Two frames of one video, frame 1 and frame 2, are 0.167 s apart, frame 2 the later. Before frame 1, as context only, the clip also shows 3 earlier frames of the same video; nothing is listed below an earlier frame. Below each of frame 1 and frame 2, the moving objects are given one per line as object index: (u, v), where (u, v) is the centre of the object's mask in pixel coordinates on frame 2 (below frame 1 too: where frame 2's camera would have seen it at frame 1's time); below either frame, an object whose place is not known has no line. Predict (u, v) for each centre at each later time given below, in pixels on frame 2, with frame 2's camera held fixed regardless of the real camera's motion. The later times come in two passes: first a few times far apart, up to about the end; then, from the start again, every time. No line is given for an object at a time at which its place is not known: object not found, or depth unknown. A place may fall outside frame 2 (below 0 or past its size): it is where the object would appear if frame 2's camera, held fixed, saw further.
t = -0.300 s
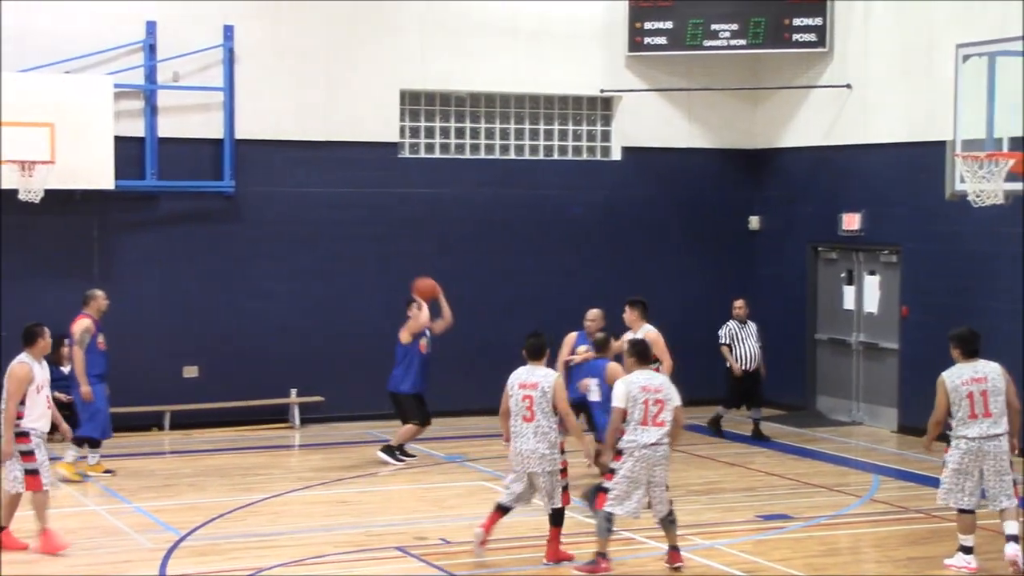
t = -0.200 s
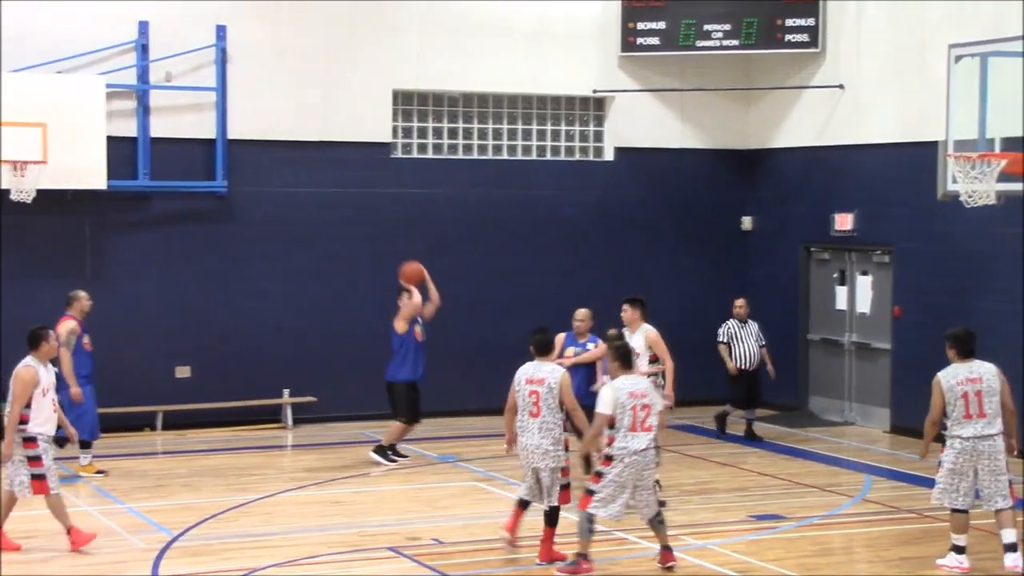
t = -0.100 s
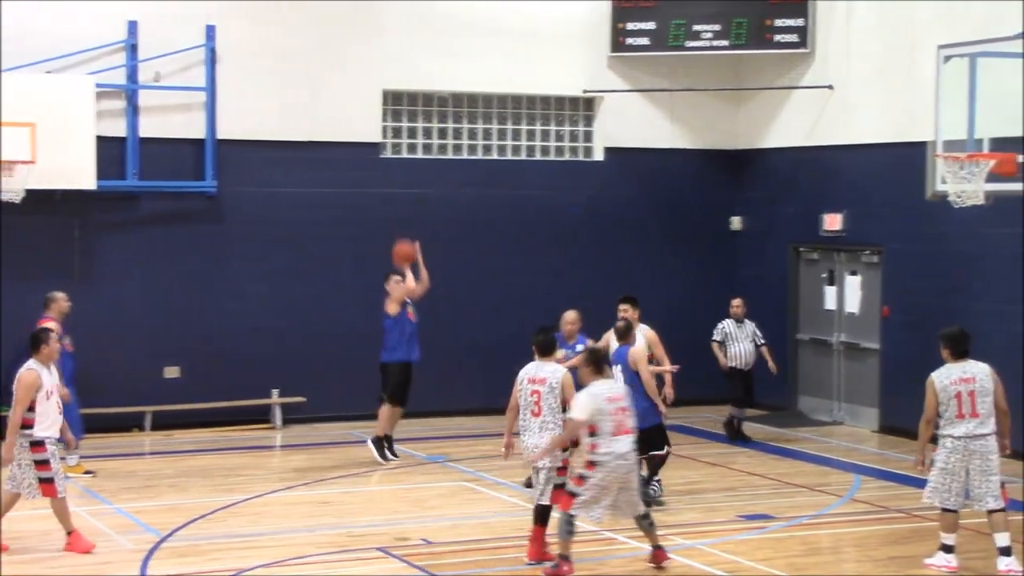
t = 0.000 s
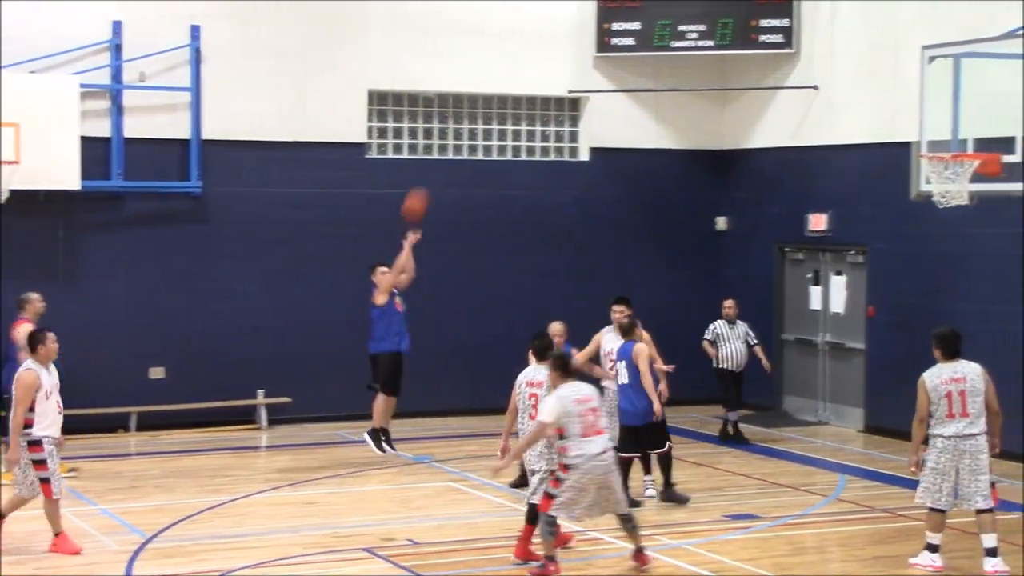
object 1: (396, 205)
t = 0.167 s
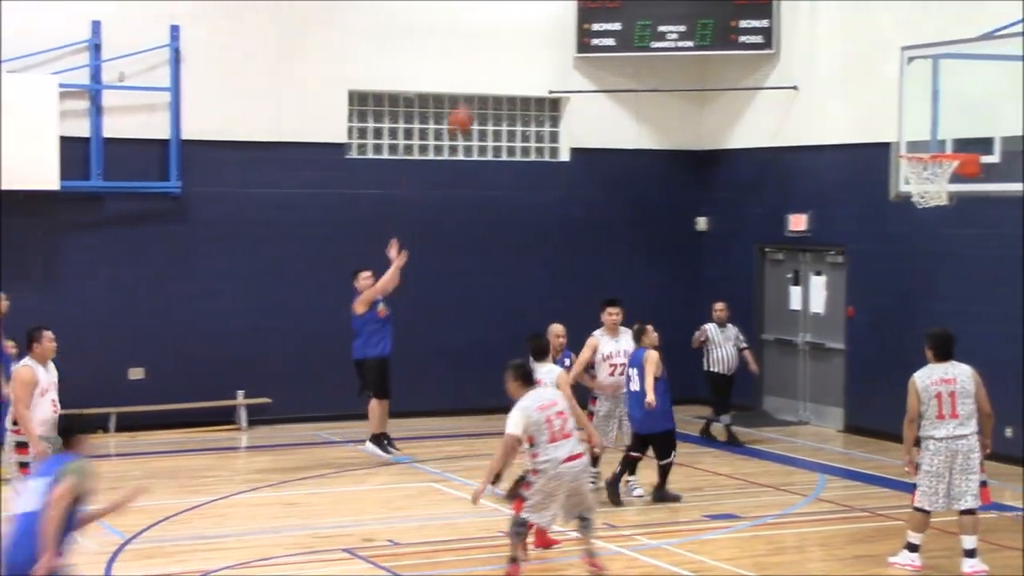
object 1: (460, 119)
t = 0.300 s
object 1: (514, 69)
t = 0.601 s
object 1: (645, 12)
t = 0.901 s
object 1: (793, 56)
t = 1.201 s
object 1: (858, 105)
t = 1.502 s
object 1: (747, 69)
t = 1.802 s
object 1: (646, 140)
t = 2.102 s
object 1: (558, 299)
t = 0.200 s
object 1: (473, 106)
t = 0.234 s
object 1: (486, 95)
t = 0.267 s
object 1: (500, 81)
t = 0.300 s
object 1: (514, 69)
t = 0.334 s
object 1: (528, 59)
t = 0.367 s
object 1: (542, 49)
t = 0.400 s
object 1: (556, 40)
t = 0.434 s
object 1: (571, 33)
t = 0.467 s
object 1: (585, 26)
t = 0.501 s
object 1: (600, 21)
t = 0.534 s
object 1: (615, 16)
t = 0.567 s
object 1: (630, 13)
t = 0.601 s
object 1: (645, 12)
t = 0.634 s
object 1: (660, 11)
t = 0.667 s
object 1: (676, 12)
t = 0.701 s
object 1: (692, 14)
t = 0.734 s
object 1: (708, 17)
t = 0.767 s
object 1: (724, 22)
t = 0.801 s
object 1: (740, 27)
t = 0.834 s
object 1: (760, 37)
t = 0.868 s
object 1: (775, 44)
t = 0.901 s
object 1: (793, 56)
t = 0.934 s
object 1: (811, 67)
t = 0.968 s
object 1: (830, 81)
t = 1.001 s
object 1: (848, 95)
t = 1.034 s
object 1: (867, 112)
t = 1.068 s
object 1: (885, 130)
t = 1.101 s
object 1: (896, 142)
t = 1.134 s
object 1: (883, 129)
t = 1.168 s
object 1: (871, 117)
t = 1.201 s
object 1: (858, 105)
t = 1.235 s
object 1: (846, 96)
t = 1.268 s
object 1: (833, 88)
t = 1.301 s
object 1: (819, 81)
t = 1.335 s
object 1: (806, 76)
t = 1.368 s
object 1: (794, 72)
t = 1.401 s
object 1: (782, 69)
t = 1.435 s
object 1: (770, 68)
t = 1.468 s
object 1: (759, 68)
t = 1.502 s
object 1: (747, 69)
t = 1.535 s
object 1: (735, 72)
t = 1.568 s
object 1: (724, 76)
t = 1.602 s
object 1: (712, 81)
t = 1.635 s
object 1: (701, 88)
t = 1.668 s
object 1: (690, 95)
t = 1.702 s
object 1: (679, 105)
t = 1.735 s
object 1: (668, 114)
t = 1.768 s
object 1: (658, 126)
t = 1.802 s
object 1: (646, 140)
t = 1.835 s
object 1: (635, 155)
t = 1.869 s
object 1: (626, 168)
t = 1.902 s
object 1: (616, 183)
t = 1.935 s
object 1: (605, 200)
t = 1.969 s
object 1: (596, 218)
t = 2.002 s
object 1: (586, 237)
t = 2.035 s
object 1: (576, 256)
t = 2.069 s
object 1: (567, 277)
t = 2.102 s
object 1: (558, 299)
